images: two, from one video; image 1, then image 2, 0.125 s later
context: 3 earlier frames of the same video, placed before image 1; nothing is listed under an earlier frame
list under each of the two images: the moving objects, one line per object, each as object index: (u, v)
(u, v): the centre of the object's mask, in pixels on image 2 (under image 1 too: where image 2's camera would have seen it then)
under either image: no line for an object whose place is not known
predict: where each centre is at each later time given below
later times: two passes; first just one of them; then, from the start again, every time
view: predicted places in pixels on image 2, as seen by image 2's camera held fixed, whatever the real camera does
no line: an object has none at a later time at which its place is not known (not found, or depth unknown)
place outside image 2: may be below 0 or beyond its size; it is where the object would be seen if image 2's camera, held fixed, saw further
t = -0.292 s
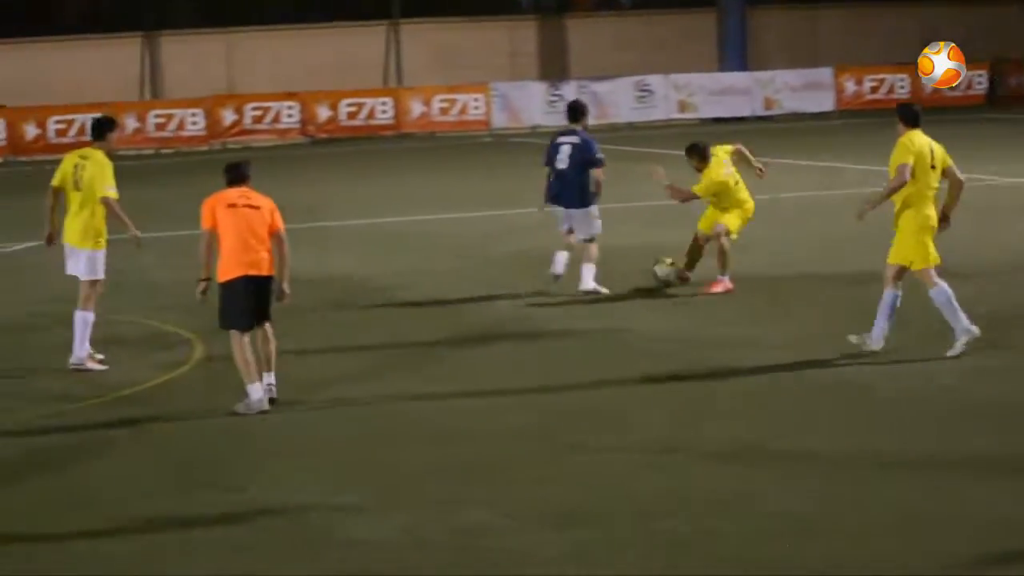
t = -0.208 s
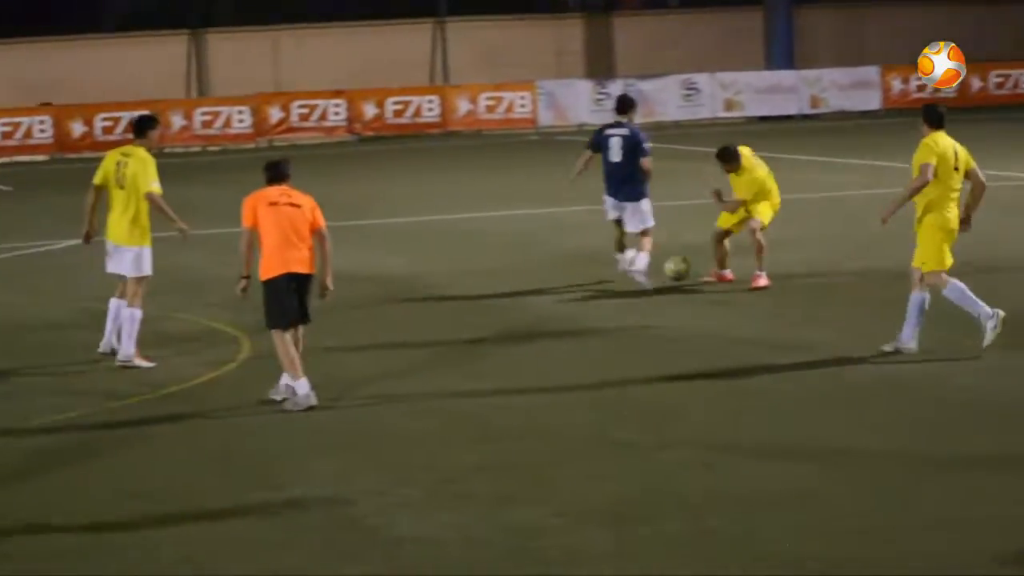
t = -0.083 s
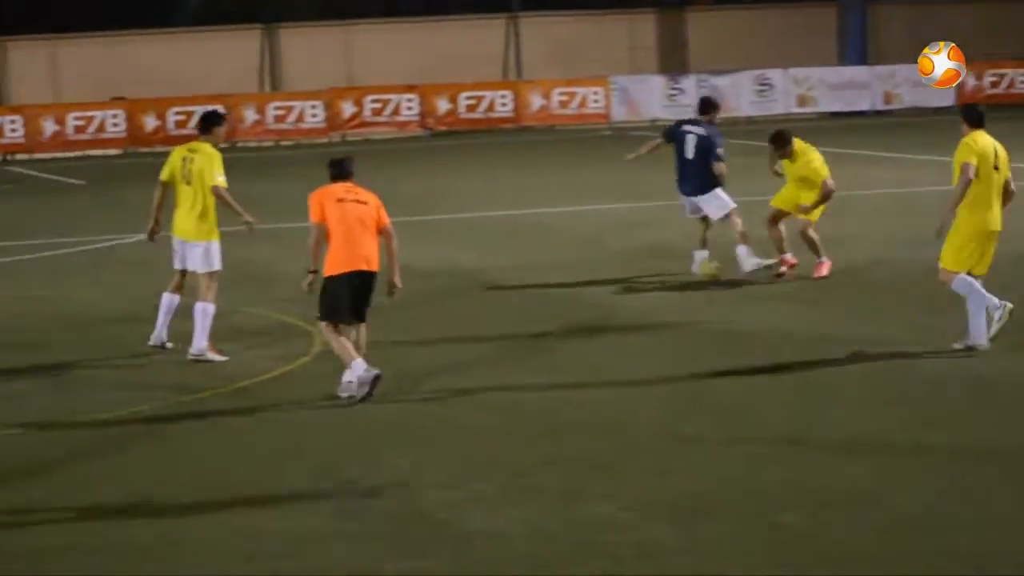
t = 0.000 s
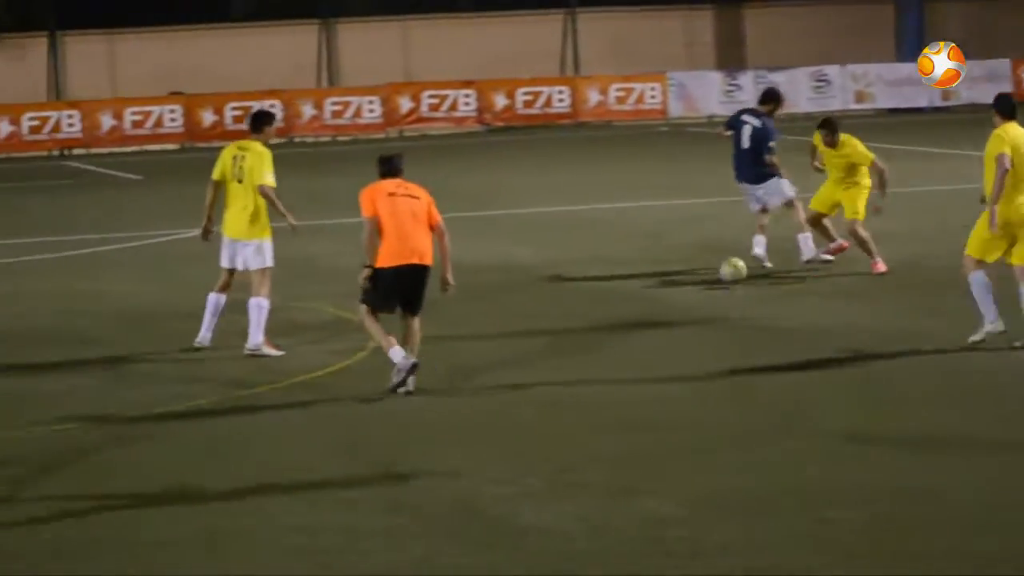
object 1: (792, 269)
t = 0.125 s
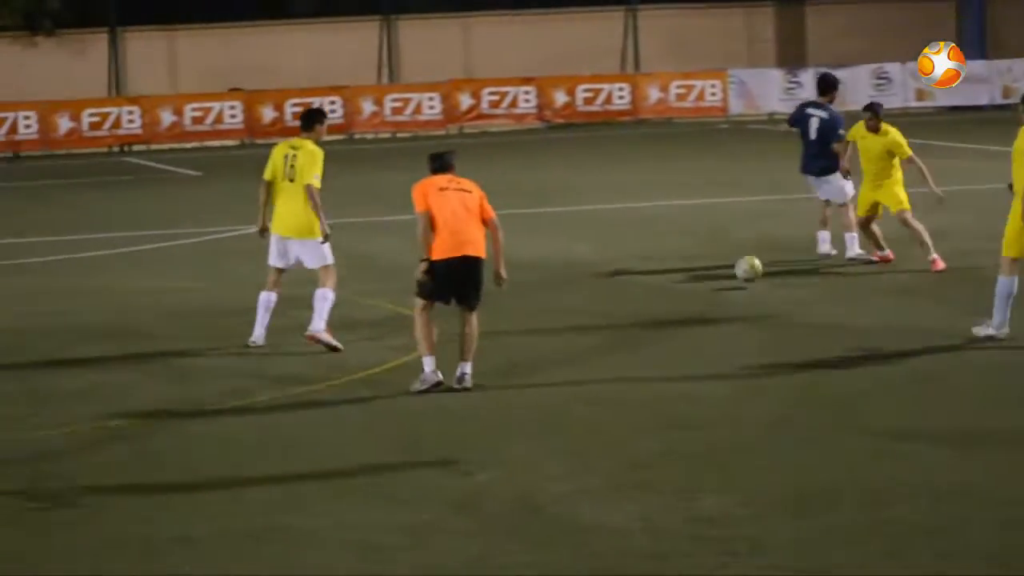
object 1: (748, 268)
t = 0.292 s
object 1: (693, 277)
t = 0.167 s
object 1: (734, 272)
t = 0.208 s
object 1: (720, 276)
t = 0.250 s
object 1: (706, 275)
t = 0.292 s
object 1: (693, 277)
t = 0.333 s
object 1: (680, 278)
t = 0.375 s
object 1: (667, 278)
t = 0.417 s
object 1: (646, 281)
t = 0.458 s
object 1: (633, 282)
